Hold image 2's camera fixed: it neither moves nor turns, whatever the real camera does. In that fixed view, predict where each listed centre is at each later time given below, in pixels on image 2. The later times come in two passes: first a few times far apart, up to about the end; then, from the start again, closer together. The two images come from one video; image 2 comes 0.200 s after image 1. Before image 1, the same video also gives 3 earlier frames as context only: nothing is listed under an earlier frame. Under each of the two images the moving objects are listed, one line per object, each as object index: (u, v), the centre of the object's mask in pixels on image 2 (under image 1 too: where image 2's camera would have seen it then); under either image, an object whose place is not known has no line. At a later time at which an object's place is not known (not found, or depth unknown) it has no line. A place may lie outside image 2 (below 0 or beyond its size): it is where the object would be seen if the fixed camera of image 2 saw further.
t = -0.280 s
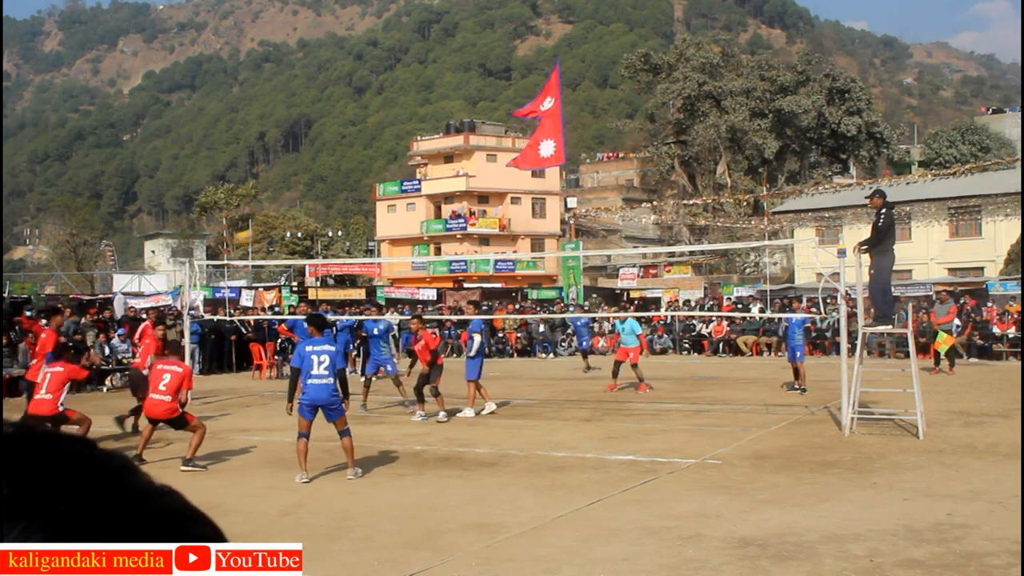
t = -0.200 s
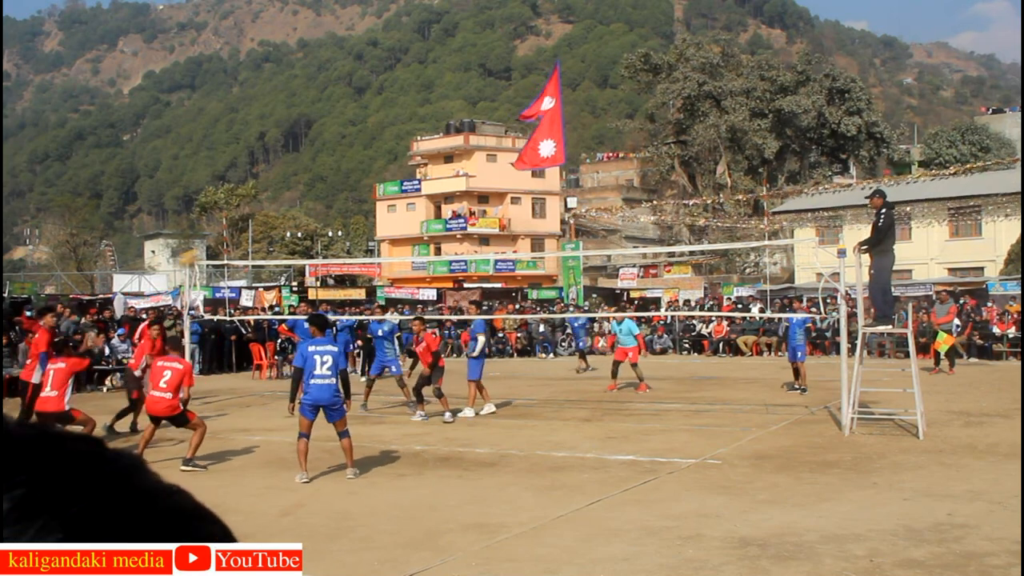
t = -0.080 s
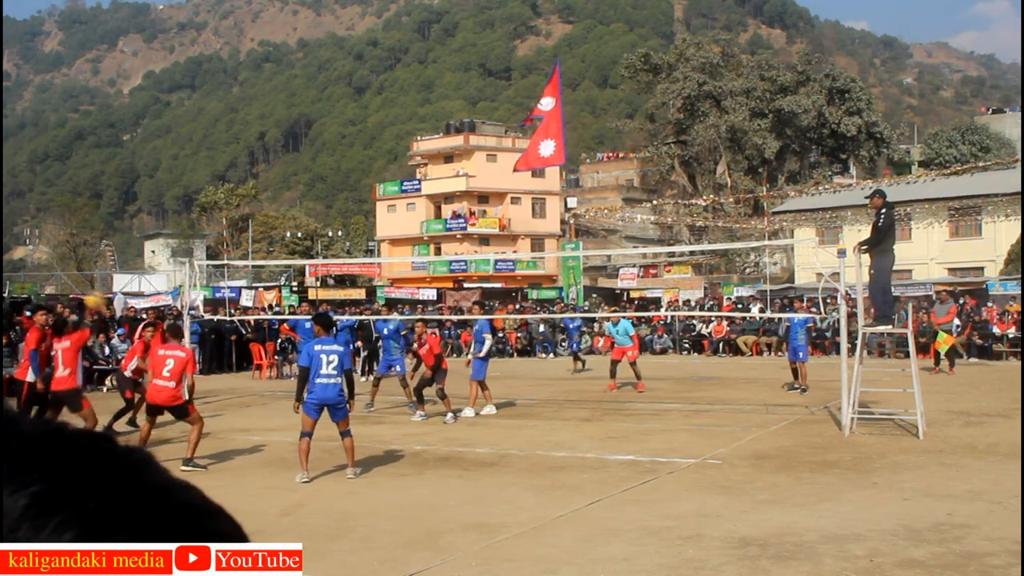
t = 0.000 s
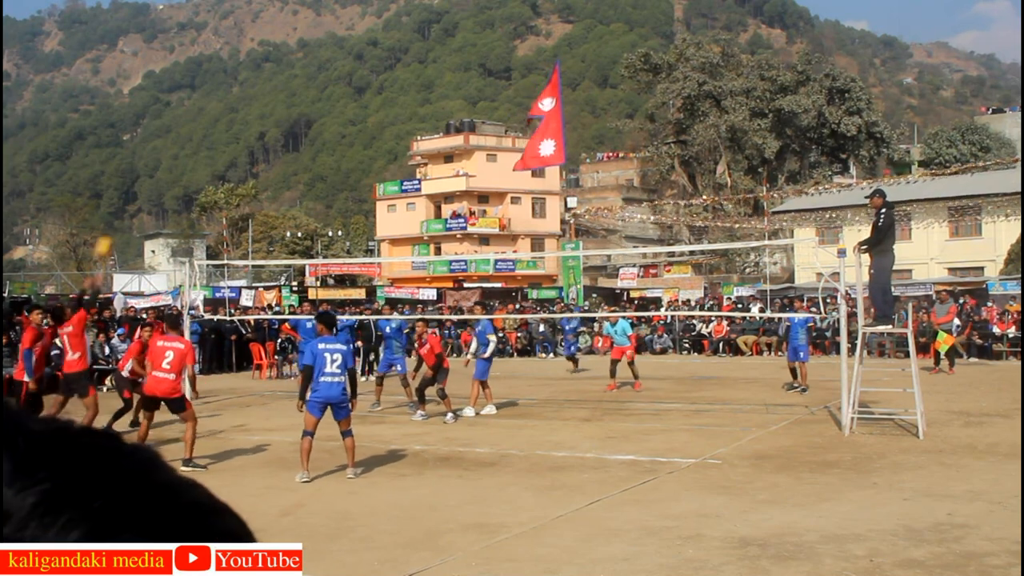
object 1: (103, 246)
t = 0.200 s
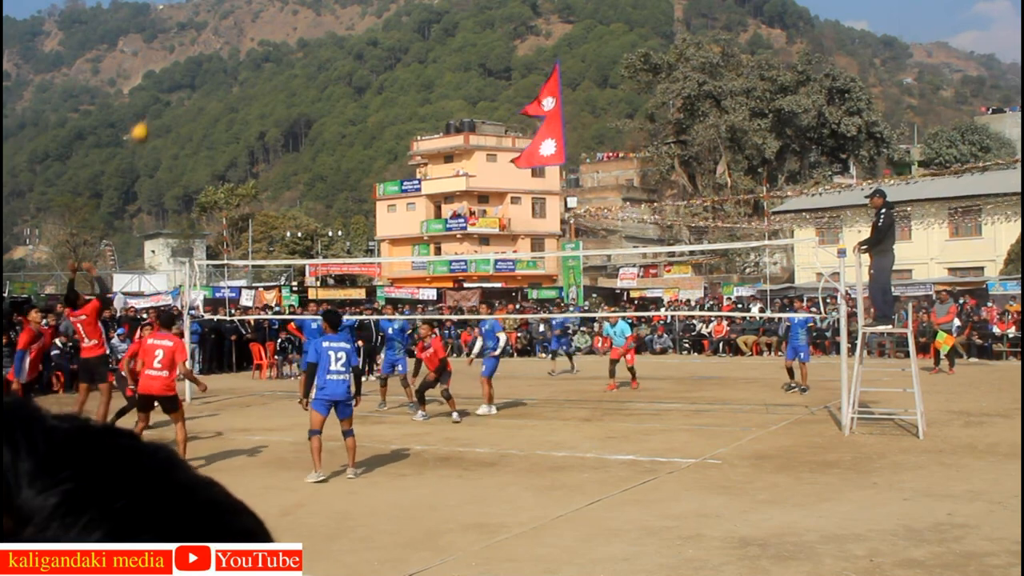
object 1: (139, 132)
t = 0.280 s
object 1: (152, 97)
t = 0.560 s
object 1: (199, 17)
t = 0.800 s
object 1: (236, 4)
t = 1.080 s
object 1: (277, 37)
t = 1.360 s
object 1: (312, 131)
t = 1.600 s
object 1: (342, 251)
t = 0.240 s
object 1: (145, 115)
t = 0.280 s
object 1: (152, 97)
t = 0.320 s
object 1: (160, 82)
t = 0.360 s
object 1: (166, 68)
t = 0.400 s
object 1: (173, 55)
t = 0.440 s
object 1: (179, 44)
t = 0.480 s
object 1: (186, 34)
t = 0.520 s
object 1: (192, 25)
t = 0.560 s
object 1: (199, 17)
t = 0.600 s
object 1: (205, 12)
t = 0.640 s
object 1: (211, 8)
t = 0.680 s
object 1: (217, 6)
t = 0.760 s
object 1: (230, 4)
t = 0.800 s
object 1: (236, 4)
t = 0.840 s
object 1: (242, 5)
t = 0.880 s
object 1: (247, 6)
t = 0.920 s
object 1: (253, 9)
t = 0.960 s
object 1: (259, 15)
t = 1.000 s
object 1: (265, 21)
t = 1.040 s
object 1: (271, 29)
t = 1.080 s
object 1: (277, 37)
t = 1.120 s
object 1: (282, 47)
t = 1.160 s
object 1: (287, 59)
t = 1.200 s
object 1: (293, 71)
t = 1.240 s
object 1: (298, 84)
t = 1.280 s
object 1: (303, 98)
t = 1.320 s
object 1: (308, 115)
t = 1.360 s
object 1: (312, 131)
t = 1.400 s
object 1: (317, 148)
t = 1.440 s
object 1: (322, 168)
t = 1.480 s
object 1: (327, 188)
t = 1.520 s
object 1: (332, 209)
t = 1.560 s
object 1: (338, 229)
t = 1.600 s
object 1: (342, 251)
